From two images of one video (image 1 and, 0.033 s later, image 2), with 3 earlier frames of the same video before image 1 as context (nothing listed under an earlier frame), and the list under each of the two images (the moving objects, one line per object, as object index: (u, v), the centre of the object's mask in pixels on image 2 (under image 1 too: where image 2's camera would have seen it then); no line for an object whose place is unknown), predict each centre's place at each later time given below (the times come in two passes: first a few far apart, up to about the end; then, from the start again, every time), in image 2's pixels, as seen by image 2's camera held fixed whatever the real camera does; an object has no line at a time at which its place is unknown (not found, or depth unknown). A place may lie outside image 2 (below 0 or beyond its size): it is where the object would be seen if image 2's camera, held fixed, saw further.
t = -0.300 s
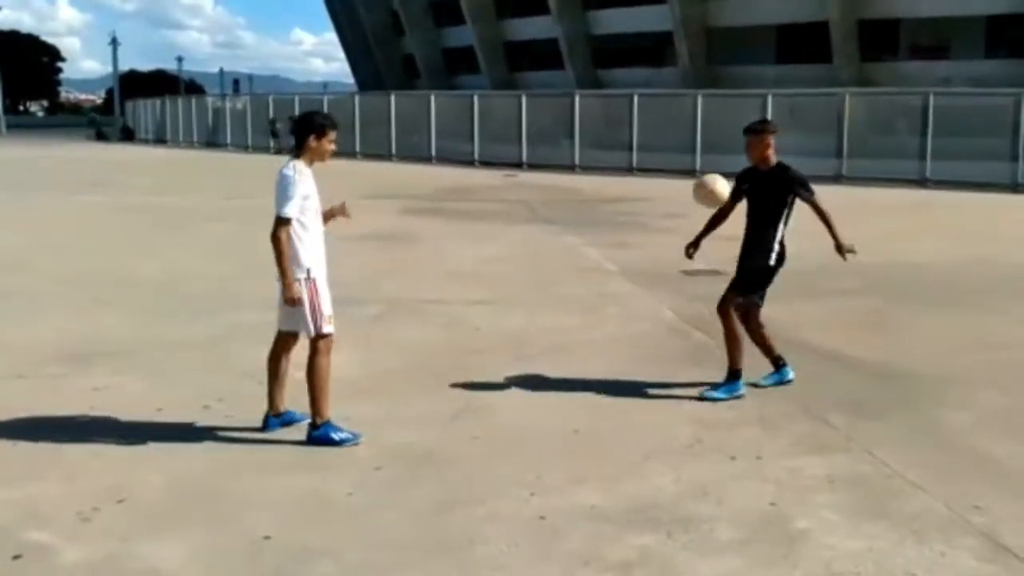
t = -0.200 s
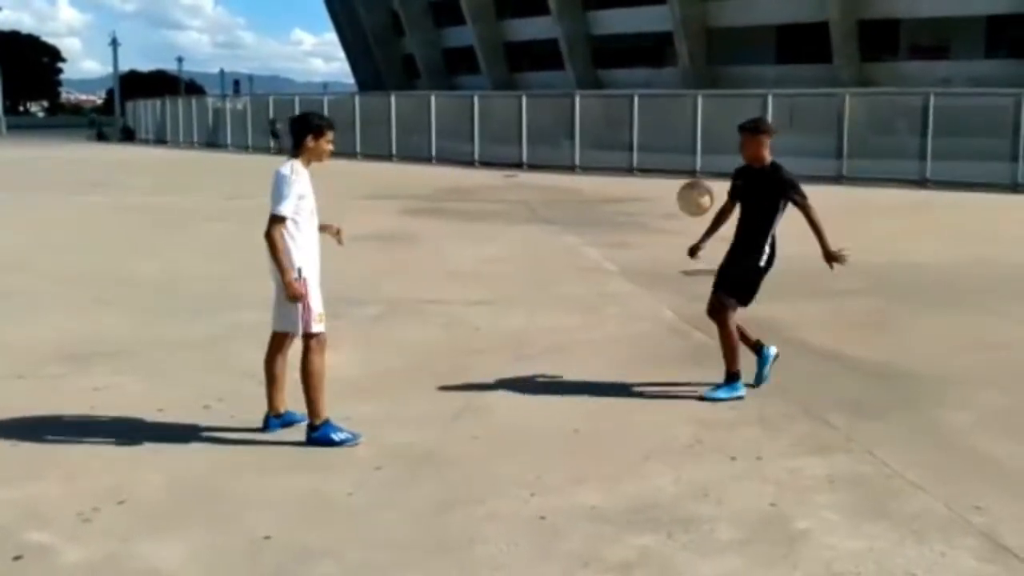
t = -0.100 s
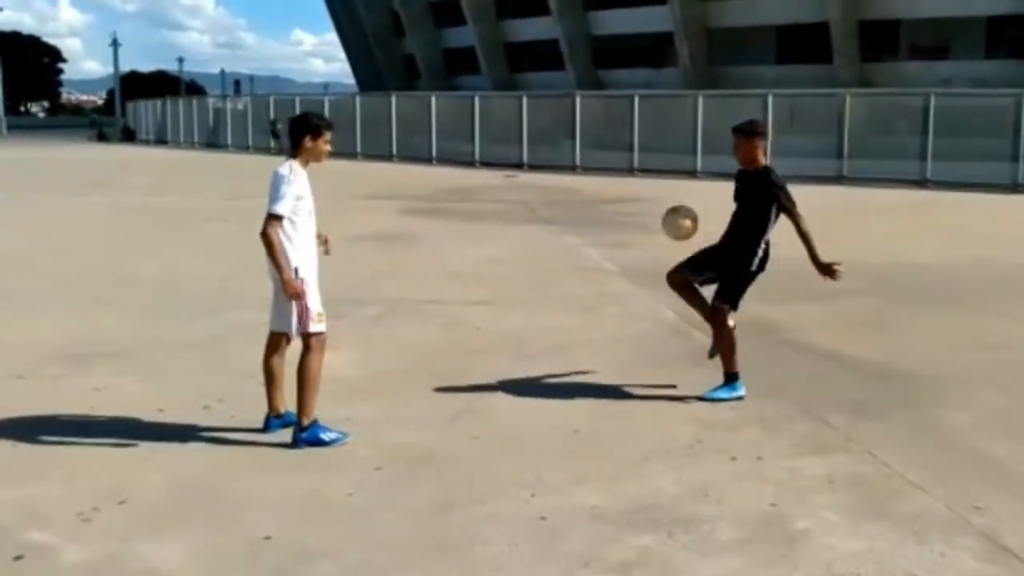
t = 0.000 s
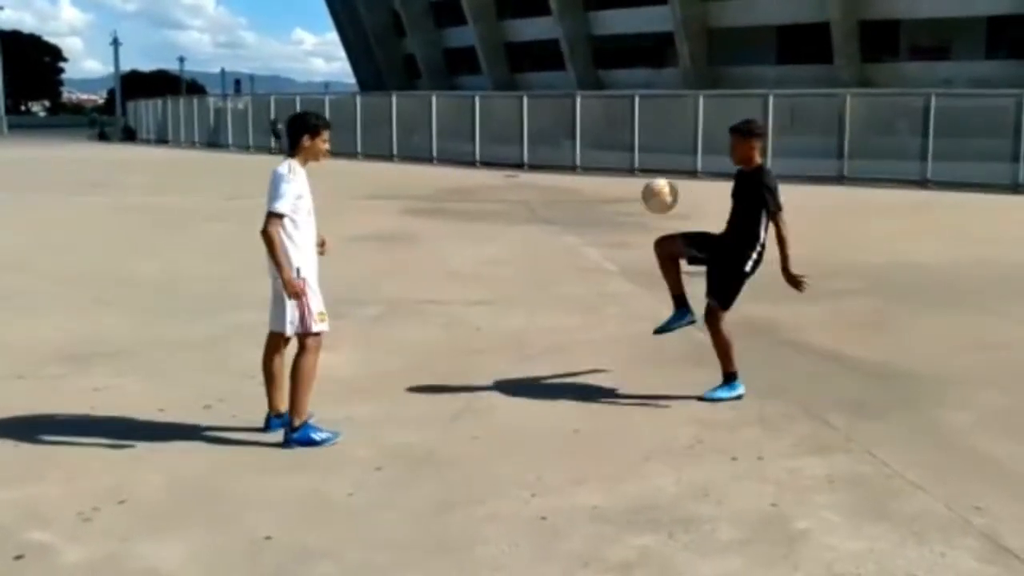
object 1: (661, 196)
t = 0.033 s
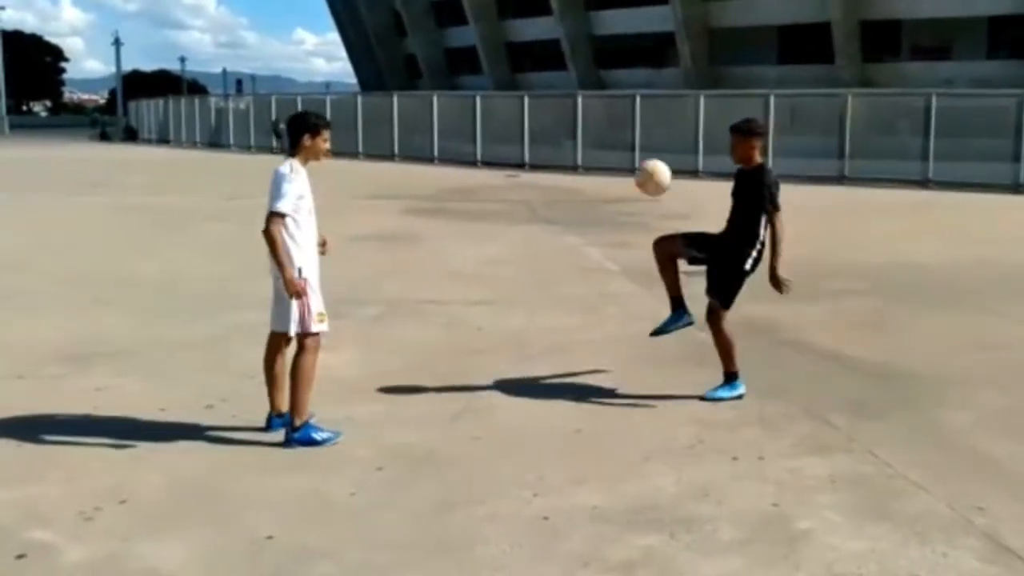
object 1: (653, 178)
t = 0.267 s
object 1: (592, 90)
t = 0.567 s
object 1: (508, 114)
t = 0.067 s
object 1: (644, 159)
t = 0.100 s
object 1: (636, 145)
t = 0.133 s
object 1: (627, 130)
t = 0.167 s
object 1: (618, 118)
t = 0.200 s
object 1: (610, 106)
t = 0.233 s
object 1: (601, 97)
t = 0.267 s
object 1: (592, 90)
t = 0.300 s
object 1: (583, 85)
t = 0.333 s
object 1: (575, 82)
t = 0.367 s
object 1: (565, 81)
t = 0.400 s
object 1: (556, 81)
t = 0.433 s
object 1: (546, 84)
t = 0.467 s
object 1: (536, 88)
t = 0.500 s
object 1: (527, 94)
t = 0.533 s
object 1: (517, 103)
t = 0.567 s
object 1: (508, 114)
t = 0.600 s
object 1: (499, 127)
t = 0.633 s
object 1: (489, 143)
